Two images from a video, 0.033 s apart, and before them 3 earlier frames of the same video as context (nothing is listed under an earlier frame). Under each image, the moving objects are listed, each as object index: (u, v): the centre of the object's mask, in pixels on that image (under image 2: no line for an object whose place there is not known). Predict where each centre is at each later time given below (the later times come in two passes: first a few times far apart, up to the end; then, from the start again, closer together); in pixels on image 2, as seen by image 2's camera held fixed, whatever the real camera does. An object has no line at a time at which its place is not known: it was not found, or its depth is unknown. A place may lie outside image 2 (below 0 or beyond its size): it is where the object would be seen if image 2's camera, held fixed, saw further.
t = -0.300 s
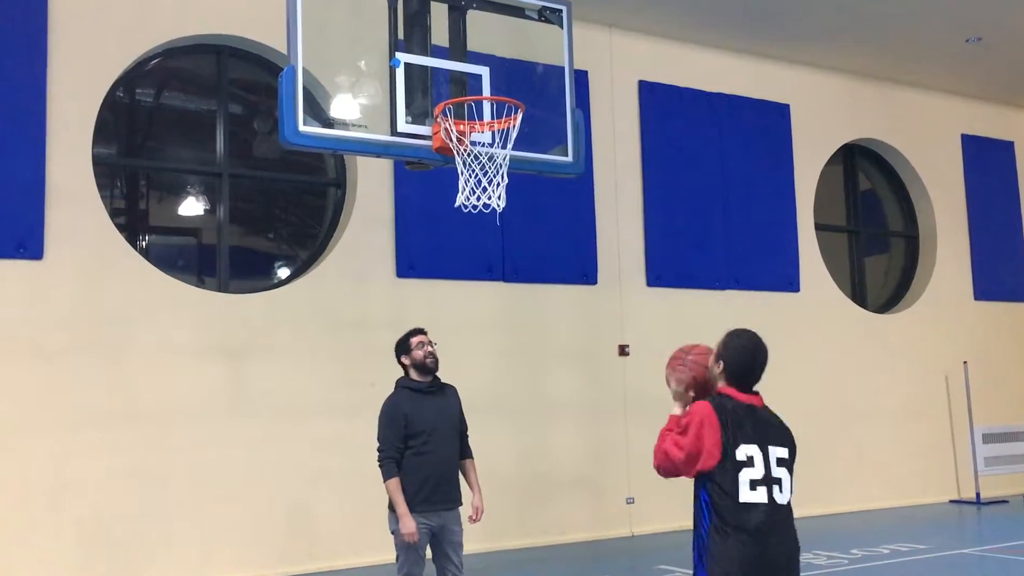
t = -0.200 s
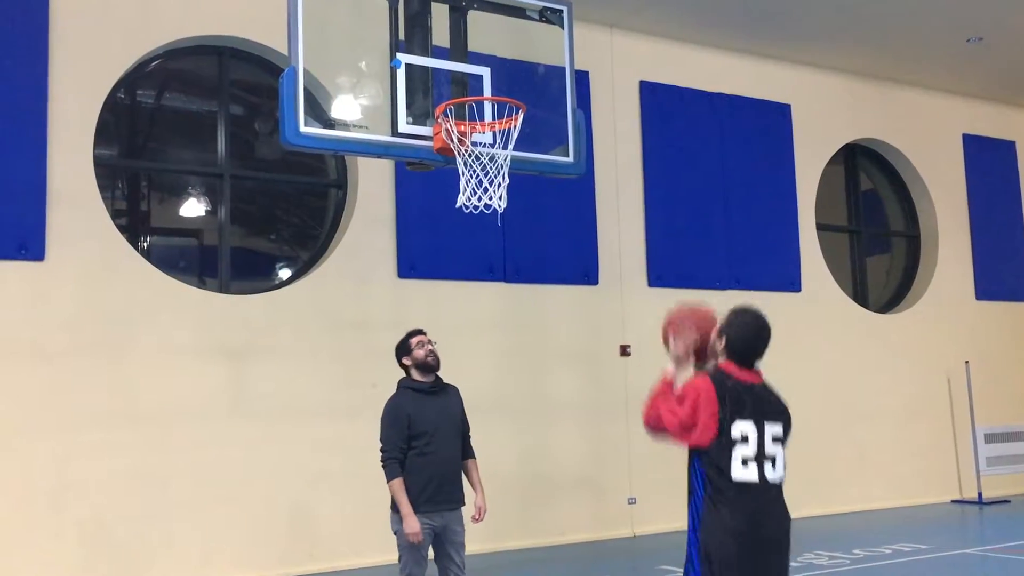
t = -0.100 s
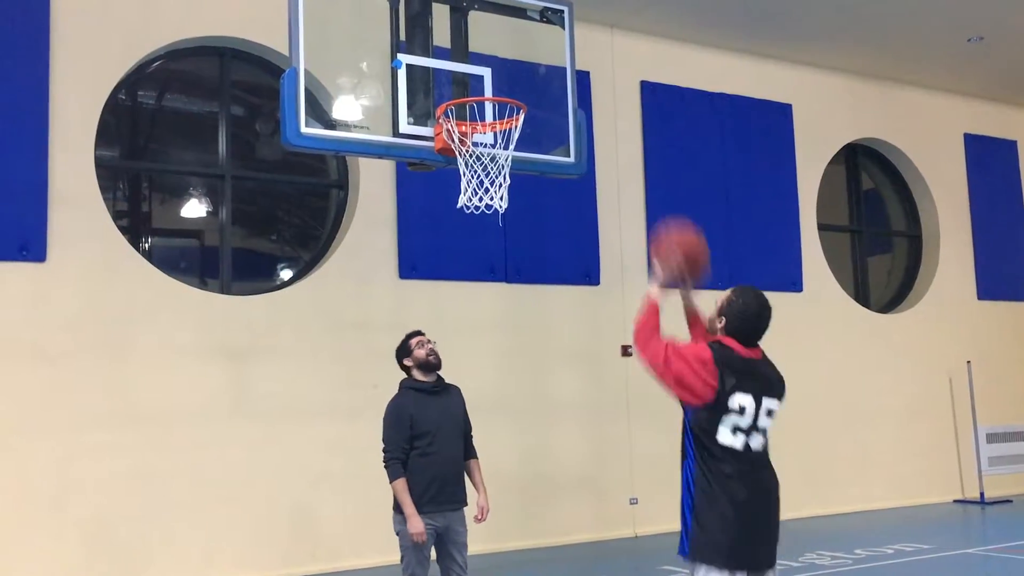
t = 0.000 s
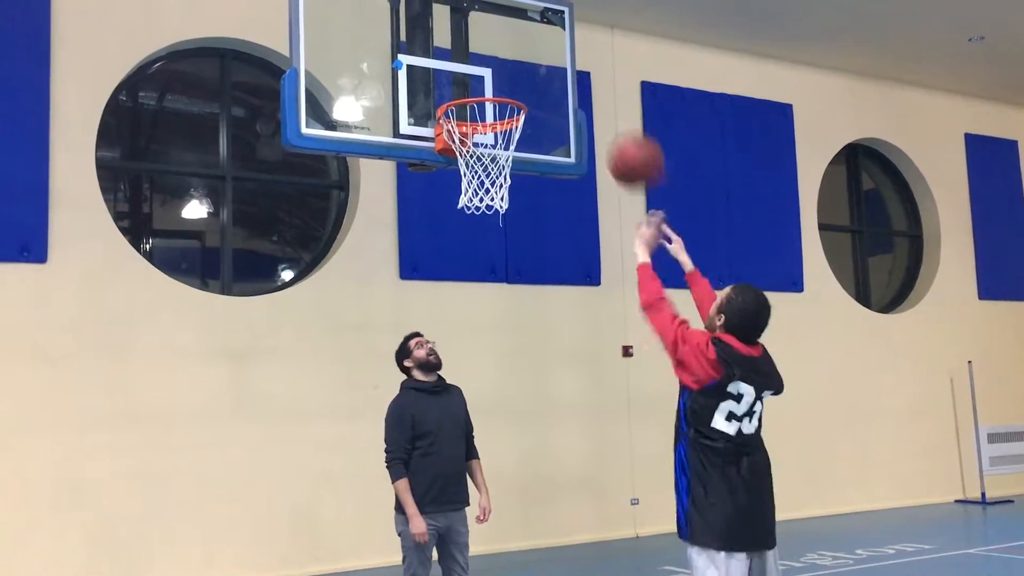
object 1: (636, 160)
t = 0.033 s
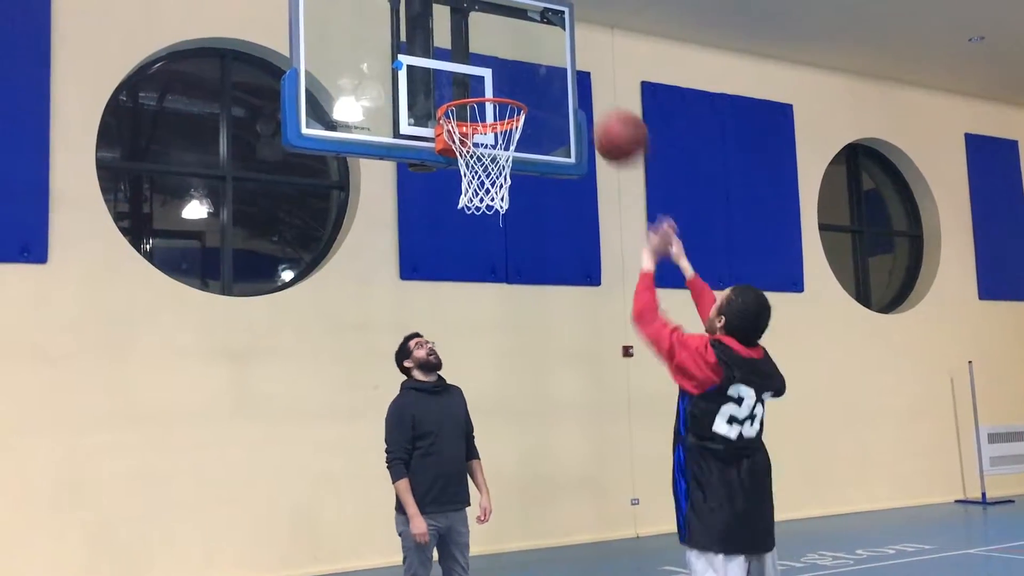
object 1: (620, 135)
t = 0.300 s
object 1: (526, 53)
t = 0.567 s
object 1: (465, 89)
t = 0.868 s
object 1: (504, 140)
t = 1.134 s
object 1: (483, 207)
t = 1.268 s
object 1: (472, 266)
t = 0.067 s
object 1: (606, 116)
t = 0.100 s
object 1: (593, 99)
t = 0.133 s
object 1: (580, 86)
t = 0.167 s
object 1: (569, 75)
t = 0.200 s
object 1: (557, 66)
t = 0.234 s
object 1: (545, 59)
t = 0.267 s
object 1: (535, 55)
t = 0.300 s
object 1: (526, 53)
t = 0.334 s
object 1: (516, 52)
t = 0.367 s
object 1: (508, 54)
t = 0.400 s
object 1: (499, 58)
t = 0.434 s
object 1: (489, 63)
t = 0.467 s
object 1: (481, 71)
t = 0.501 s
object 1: (472, 79)
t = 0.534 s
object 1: (464, 87)
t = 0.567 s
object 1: (465, 89)
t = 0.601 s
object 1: (471, 104)
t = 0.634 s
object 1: (477, 108)
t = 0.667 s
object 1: (483, 112)
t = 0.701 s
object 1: (491, 118)
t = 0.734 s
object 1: (501, 126)
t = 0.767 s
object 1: (508, 131)
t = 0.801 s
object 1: (507, 133)
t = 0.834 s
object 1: (506, 138)
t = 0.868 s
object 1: (504, 140)
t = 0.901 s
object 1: (503, 143)
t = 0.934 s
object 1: (502, 144)
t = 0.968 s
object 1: (499, 152)
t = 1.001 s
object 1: (497, 161)
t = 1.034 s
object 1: (497, 183)
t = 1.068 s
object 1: (493, 192)
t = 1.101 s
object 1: (485, 189)
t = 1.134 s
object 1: (483, 207)
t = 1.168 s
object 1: (481, 217)
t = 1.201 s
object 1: (478, 230)
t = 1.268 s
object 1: (472, 266)
